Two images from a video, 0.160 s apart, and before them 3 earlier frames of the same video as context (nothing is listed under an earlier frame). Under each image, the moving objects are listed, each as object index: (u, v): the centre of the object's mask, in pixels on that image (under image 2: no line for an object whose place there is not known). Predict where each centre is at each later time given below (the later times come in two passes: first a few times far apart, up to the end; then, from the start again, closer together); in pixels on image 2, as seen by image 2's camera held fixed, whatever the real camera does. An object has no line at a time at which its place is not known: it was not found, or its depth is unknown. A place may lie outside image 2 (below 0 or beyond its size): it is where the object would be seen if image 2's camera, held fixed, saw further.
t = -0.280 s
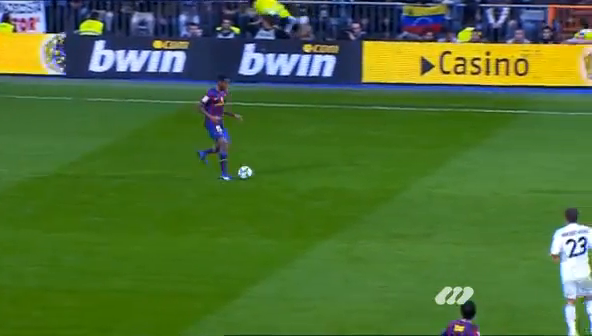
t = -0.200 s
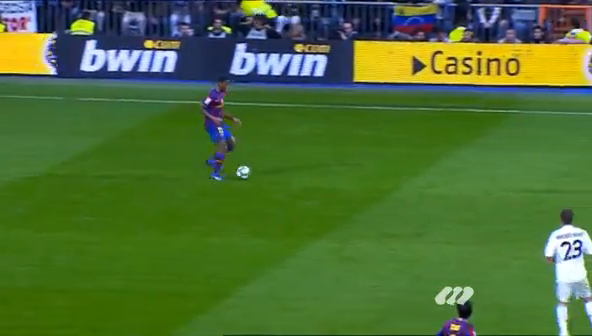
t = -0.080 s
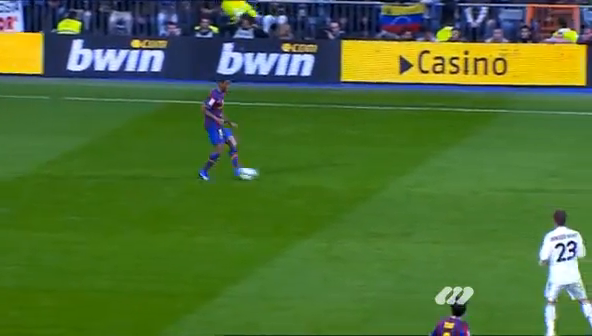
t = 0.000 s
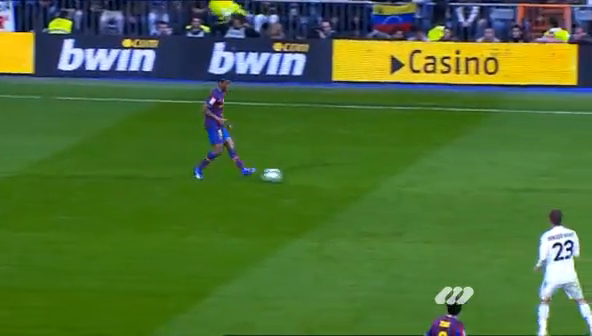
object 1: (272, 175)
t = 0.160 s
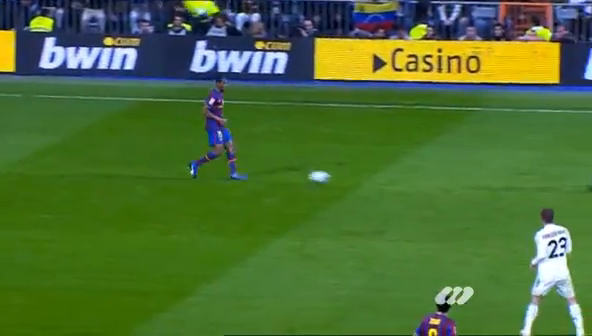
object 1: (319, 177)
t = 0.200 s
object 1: (335, 178)
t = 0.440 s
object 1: (430, 192)
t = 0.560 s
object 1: (475, 195)
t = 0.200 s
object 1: (335, 178)
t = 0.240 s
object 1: (351, 180)
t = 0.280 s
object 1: (367, 183)
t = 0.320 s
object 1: (383, 186)
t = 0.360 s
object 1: (399, 189)
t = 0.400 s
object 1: (415, 191)
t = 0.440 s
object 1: (430, 192)
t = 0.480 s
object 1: (446, 193)
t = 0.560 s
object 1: (475, 195)
